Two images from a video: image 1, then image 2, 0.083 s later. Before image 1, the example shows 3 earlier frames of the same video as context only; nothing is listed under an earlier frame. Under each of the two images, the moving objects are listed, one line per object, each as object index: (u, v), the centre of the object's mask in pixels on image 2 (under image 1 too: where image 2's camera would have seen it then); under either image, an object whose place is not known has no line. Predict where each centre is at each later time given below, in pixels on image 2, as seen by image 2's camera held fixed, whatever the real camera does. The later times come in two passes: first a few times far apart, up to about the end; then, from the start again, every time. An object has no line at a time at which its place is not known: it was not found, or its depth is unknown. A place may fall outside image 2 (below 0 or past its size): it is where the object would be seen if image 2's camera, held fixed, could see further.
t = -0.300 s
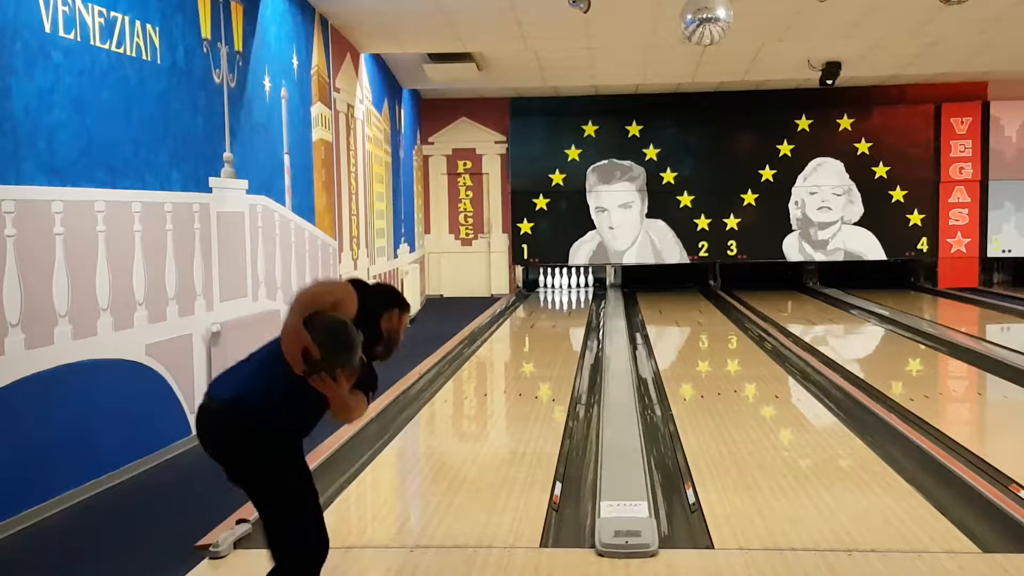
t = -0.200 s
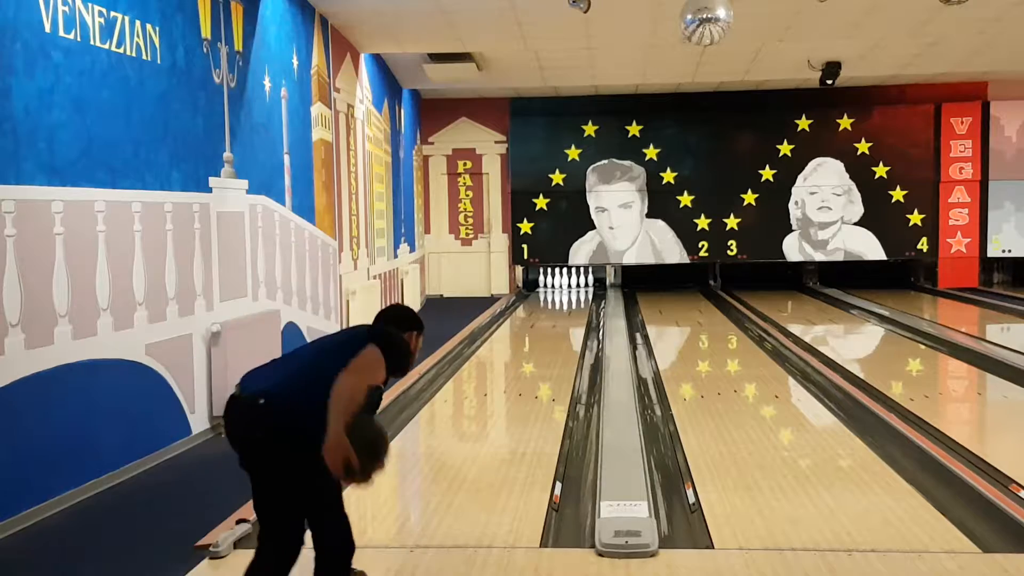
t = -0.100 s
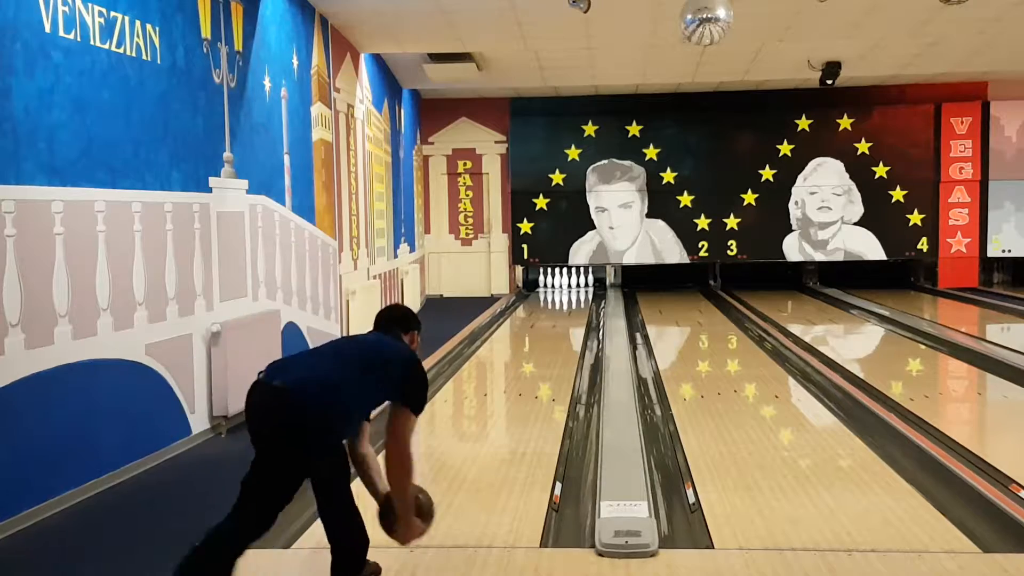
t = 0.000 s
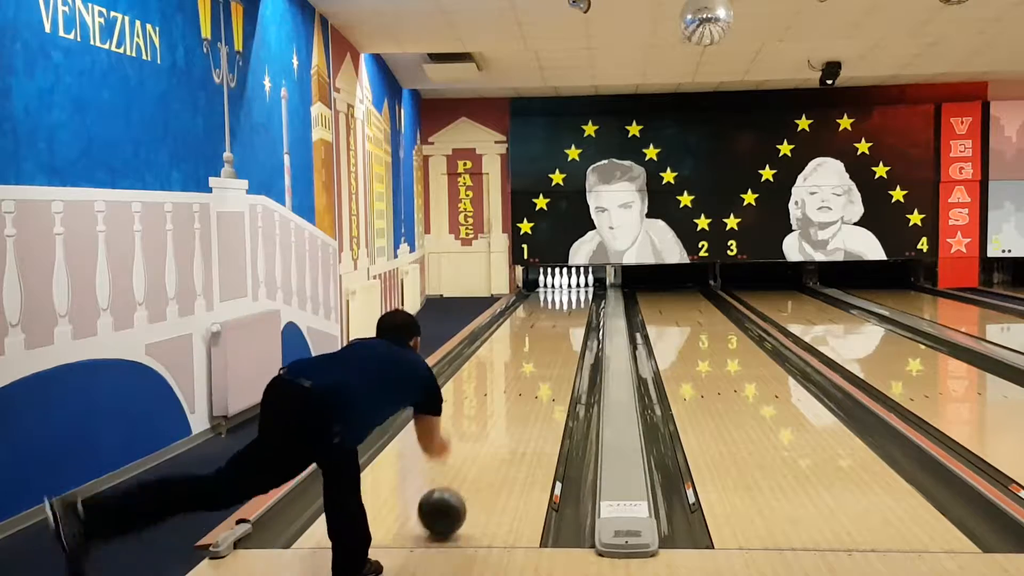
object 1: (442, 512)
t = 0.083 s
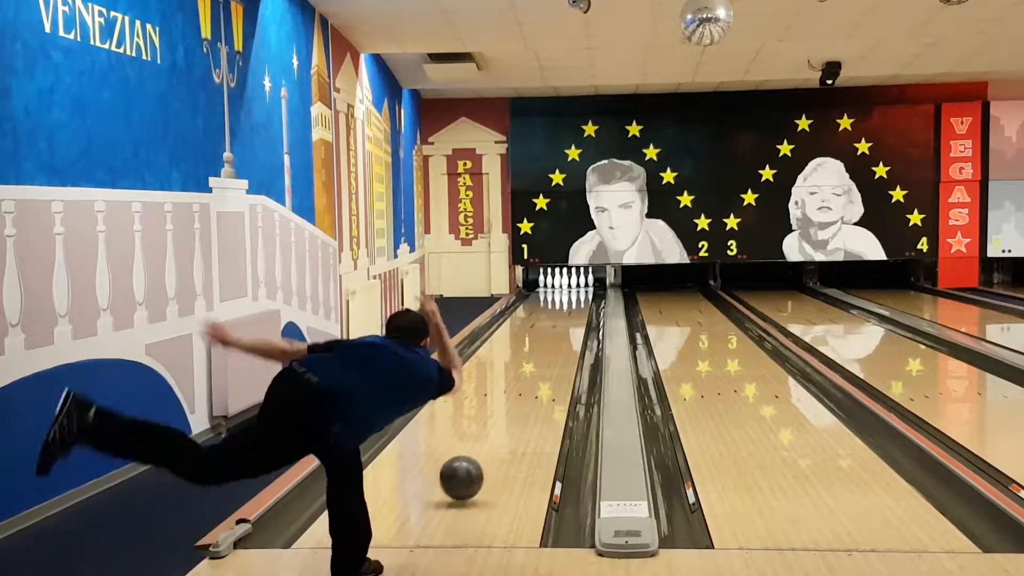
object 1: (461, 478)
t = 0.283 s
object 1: (496, 430)
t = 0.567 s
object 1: (525, 384)
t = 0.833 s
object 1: (543, 356)
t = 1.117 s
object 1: (555, 334)
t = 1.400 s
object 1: (564, 318)
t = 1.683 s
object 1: (571, 306)
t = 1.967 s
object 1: (574, 297)
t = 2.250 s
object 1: (573, 289)
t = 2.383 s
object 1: (571, 286)
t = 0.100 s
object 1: (465, 474)
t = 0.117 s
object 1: (468, 470)
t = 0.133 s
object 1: (471, 468)
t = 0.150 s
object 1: (475, 463)
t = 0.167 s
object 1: (477, 458)
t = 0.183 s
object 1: (480, 454)
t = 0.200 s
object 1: (483, 450)
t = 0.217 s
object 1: (486, 446)
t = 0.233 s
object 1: (488, 441)
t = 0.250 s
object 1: (491, 438)
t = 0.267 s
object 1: (493, 434)
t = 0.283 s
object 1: (496, 430)
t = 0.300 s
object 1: (498, 427)
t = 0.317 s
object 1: (500, 424)
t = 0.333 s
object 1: (502, 420)
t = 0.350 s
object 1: (504, 417)
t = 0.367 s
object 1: (506, 414)
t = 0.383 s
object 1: (508, 411)
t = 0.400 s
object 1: (510, 408)
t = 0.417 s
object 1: (512, 406)
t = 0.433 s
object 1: (514, 403)
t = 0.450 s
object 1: (515, 400)
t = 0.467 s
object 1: (516, 398)
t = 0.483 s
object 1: (518, 395)
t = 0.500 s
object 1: (519, 393)
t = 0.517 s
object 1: (521, 391)
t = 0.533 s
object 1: (523, 388)
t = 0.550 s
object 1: (524, 386)
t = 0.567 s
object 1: (525, 384)
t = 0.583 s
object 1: (527, 382)
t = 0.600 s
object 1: (528, 381)
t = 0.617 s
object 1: (529, 378)
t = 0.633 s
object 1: (530, 376)
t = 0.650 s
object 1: (532, 374)
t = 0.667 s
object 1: (533, 372)
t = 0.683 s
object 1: (534, 370)
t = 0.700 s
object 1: (535, 369)
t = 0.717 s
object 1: (536, 367)
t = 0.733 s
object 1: (537, 365)
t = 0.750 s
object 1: (538, 364)
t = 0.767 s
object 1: (539, 362)
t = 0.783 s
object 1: (540, 360)
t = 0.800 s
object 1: (541, 358)
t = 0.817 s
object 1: (542, 357)
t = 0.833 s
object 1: (543, 356)
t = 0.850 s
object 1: (544, 354)
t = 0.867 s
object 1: (545, 353)
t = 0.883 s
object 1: (545, 351)
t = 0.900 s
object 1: (546, 350)
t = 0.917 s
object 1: (547, 349)
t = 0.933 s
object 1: (548, 348)
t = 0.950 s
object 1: (549, 346)
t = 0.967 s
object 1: (549, 345)
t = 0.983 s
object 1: (550, 343)
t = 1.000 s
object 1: (551, 342)
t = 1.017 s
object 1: (552, 341)
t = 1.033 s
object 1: (552, 340)
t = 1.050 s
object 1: (553, 339)
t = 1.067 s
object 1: (554, 338)
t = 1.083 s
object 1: (554, 336)
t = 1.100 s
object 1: (555, 335)
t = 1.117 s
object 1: (555, 334)
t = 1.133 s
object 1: (556, 333)
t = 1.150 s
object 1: (557, 332)
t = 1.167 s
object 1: (557, 331)
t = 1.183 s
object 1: (558, 330)
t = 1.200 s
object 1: (559, 330)
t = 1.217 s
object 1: (559, 328)
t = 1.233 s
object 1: (560, 328)
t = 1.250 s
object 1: (560, 326)
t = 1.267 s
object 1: (561, 325)
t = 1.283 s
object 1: (561, 325)
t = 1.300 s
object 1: (562, 323)
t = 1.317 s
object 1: (562, 323)
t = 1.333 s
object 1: (562, 322)
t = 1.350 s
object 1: (563, 321)
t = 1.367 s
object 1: (563, 321)
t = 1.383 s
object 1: (564, 320)
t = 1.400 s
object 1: (564, 318)
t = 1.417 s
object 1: (565, 317)
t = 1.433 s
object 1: (565, 317)
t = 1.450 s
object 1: (565, 316)
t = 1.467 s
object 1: (566, 315)
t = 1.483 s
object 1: (566, 315)
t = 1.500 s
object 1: (567, 314)
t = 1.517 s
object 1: (567, 313)
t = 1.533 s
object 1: (567, 312)
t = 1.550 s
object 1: (568, 311)
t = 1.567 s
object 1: (568, 311)
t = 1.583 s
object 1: (569, 310)
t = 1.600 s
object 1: (569, 309)
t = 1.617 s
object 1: (569, 309)
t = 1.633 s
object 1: (569, 308)
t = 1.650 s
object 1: (569, 307)
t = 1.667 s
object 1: (570, 307)
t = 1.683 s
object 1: (571, 306)
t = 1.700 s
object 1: (571, 306)
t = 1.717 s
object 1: (571, 305)
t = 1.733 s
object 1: (571, 304)
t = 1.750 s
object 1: (571, 304)
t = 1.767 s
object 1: (571, 303)
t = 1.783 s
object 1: (572, 302)
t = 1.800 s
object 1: (572, 302)
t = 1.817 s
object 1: (572, 301)
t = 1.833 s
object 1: (572, 301)
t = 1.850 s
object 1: (573, 301)
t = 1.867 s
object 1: (573, 300)
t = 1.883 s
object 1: (573, 300)
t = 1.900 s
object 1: (573, 299)
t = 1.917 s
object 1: (574, 299)
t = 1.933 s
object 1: (574, 298)
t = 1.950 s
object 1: (574, 298)
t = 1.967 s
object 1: (574, 297)
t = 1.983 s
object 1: (574, 297)
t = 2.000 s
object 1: (574, 296)
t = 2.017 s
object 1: (574, 295)
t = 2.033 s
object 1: (574, 295)
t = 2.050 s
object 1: (574, 295)
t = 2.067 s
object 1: (574, 294)
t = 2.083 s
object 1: (574, 294)
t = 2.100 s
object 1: (574, 293)
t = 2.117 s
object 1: (574, 292)
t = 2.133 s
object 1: (573, 292)
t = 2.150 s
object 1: (574, 292)
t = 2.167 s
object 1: (573, 291)
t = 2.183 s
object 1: (573, 291)
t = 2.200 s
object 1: (573, 290)
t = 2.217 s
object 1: (573, 290)
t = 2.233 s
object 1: (573, 289)
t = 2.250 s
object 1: (573, 289)
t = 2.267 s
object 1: (573, 289)
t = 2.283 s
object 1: (573, 288)
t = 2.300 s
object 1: (572, 288)
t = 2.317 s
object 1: (572, 288)
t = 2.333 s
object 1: (572, 287)
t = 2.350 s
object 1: (572, 287)
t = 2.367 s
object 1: (571, 287)
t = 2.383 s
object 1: (571, 286)
